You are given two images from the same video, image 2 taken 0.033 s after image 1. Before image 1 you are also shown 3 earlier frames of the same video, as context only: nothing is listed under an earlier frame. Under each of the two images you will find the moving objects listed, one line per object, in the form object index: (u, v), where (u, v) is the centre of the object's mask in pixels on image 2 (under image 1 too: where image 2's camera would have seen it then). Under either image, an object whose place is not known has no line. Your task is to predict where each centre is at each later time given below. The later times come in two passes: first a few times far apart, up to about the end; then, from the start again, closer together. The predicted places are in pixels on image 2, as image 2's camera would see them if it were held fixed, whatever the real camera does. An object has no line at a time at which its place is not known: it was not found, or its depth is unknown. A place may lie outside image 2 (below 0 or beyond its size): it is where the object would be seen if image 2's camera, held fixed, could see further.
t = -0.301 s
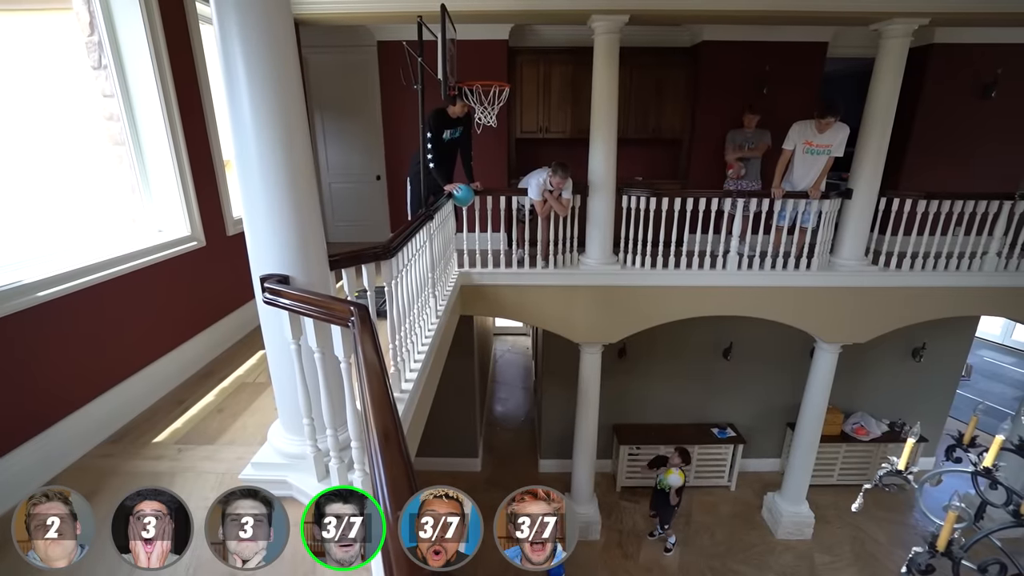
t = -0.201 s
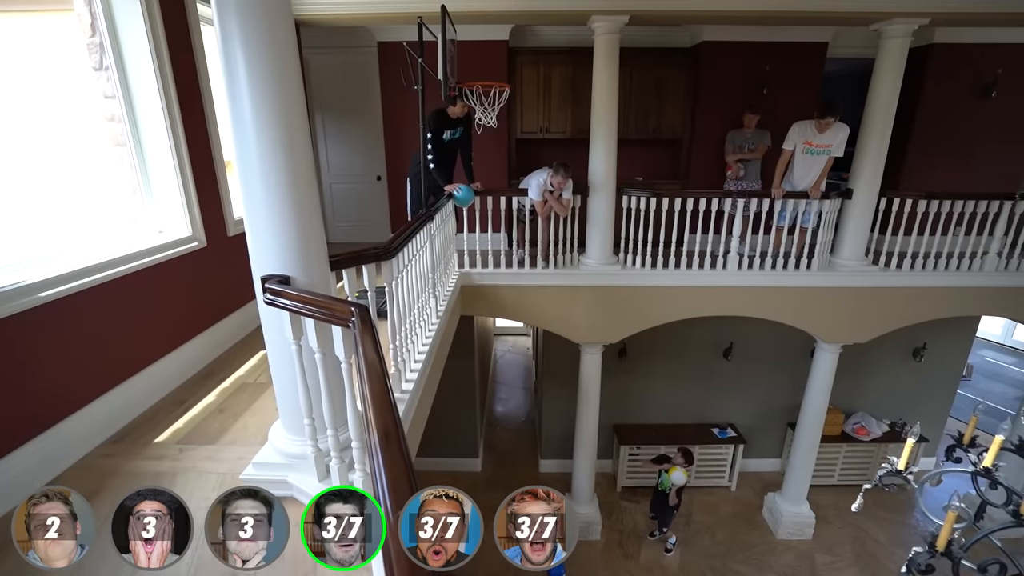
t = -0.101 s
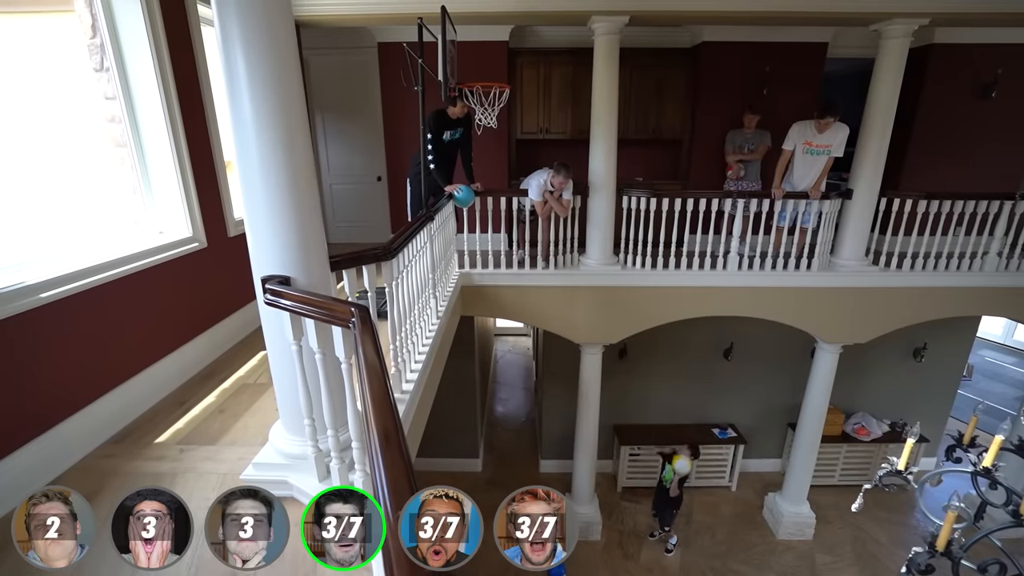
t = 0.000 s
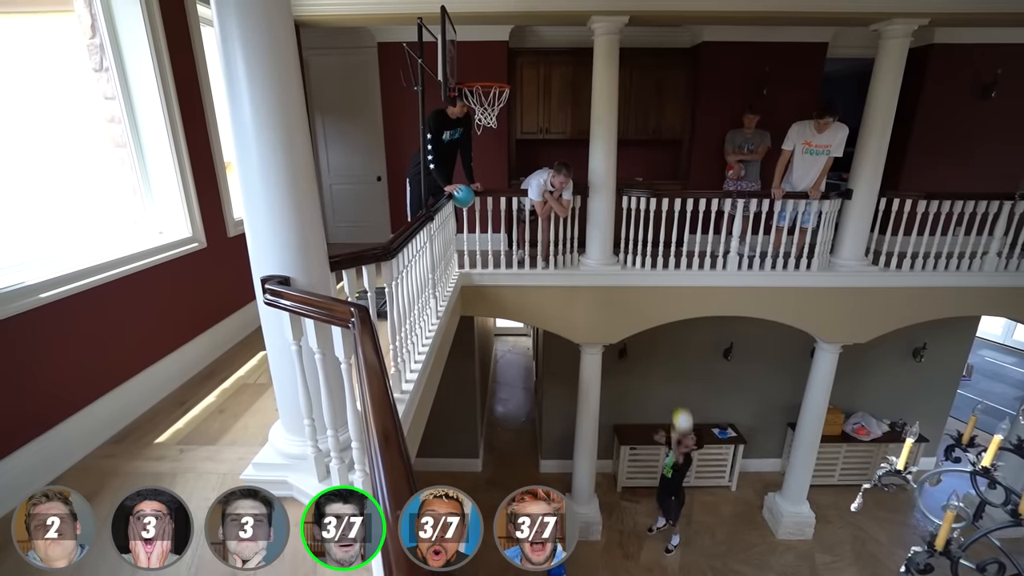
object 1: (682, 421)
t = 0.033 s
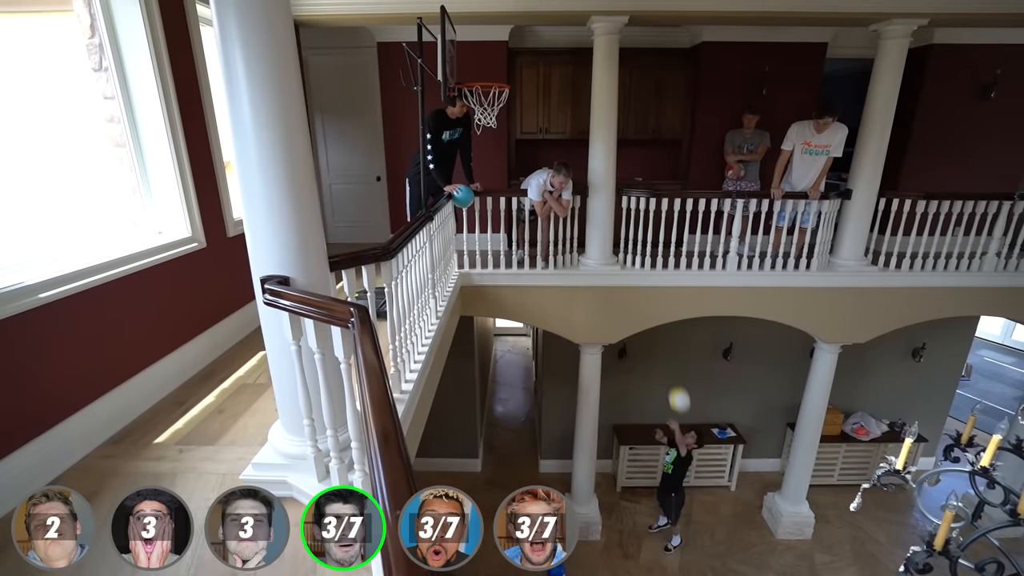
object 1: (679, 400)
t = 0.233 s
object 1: (655, 280)
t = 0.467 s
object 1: (617, 165)
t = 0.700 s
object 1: (566, 102)
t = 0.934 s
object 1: (510, 109)
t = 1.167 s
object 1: (453, 188)
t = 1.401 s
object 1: (507, 283)
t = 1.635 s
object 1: (569, 414)
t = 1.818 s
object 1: (604, 532)
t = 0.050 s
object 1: (677, 390)
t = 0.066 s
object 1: (676, 379)
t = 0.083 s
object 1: (674, 369)
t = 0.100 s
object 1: (672, 359)
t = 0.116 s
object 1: (670, 349)
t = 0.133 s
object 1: (668, 339)
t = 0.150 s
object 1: (666, 330)
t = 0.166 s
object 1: (665, 320)
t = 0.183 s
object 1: (662, 309)
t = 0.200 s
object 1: (659, 299)
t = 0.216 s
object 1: (656, 289)
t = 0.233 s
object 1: (655, 280)
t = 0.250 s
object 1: (652, 268)
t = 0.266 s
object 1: (650, 260)
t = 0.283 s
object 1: (648, 251)
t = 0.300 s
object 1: (646, 243)
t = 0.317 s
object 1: (643, 234)
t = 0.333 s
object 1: (639, 225)
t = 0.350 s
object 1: (637, 216)
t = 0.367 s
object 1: (635, 209)
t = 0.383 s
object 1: (631, 200)
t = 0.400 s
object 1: (628, 192)
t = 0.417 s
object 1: (626, 185)
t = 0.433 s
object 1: (623, 178)
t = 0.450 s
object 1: (620, 172)
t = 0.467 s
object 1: (617, 165)
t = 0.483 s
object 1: (613, 158)
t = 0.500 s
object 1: (610, 152)
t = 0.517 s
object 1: (606, 146)
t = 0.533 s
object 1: (603, 139)
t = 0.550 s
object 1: (598, 134)
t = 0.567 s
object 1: (595, 130)
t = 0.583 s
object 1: (591, 125)
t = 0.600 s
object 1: (588, 121)
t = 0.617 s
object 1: (583, 116)
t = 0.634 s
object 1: (580, 113)
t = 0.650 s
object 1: (576, 110)
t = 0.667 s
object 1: (573, 107)
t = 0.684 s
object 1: (570, 104)
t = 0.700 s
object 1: (566, 102)
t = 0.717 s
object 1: (562, 100)
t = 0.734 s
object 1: (558, 98)
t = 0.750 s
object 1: (554, 97)
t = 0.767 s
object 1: (551, 96)
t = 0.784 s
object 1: (546, 96)
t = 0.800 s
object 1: (542, 95)
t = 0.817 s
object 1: (538, 96)
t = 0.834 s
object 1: (535, 97)
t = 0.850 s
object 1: (530, 98)
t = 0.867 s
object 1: (526, 99)
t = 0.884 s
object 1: (522, 101)
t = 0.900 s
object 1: (518, 104)
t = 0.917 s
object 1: (514, 106)
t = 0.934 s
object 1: (510, 109)
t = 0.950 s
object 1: (505, 112)
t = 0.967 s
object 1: (501, 116)
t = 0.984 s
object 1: (497, 120)
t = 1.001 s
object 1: (493, 124)
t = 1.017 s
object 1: (489, 129)
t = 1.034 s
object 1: (485, 135)
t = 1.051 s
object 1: (481, 141)
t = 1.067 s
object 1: (477, 146)
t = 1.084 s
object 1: (473, 152)
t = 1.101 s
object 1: (469, 159)
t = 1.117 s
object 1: (465, 166)
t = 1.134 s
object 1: (462, 172)
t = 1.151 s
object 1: (457, 180)
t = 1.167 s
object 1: (453, 188)
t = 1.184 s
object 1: (449, 196)
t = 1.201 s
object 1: (447, 205)
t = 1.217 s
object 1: (450, 209)
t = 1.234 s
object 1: (456, 215)
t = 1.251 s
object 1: (462, 220)
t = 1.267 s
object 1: (467, 225)
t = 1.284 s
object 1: (472, 233)
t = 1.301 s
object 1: (478, 237)
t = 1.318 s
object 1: (481, 245)
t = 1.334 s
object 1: (487, 252)
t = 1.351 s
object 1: (492, 259)
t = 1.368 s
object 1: (496, 265)
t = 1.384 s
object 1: (502, 273)
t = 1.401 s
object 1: (507, 283)
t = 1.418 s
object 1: (511, 290)
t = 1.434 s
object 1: (516, 299)
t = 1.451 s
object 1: (520, 306)
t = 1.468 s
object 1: (526, 315)
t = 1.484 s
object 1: (531, 325)
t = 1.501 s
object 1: (536, 335)
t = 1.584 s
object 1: (557, 383)
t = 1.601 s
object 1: (561, 393)
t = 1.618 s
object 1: (565, 404)
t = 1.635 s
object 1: (569, 414)
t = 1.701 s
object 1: (582, 457)
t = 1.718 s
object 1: (585, 466)
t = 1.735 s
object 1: (590, 478)
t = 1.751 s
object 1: (593, 489)
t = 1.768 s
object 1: (596, 500)
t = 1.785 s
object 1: (600, 511)
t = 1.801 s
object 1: (602, 522)
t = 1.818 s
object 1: (604, 532)
